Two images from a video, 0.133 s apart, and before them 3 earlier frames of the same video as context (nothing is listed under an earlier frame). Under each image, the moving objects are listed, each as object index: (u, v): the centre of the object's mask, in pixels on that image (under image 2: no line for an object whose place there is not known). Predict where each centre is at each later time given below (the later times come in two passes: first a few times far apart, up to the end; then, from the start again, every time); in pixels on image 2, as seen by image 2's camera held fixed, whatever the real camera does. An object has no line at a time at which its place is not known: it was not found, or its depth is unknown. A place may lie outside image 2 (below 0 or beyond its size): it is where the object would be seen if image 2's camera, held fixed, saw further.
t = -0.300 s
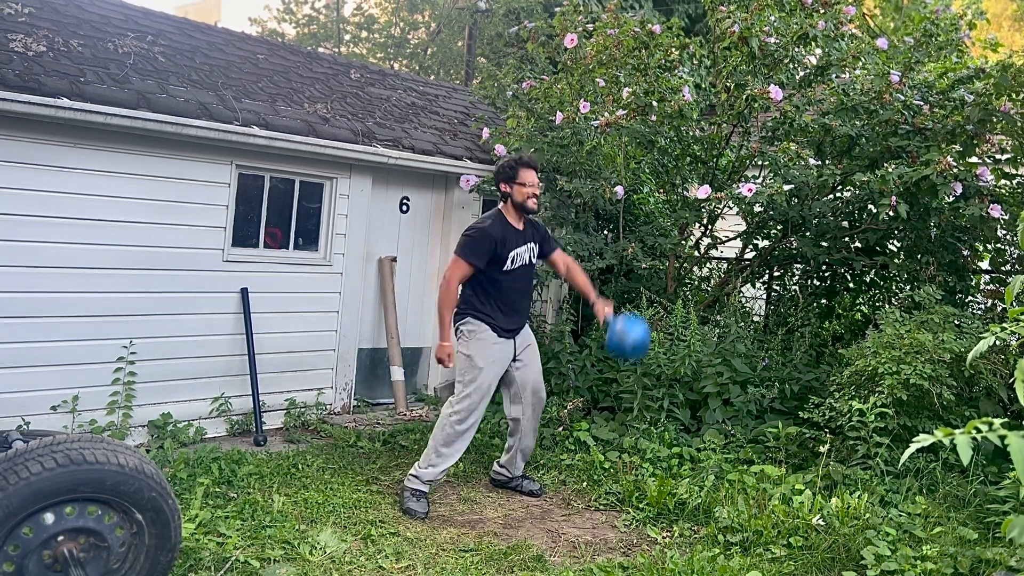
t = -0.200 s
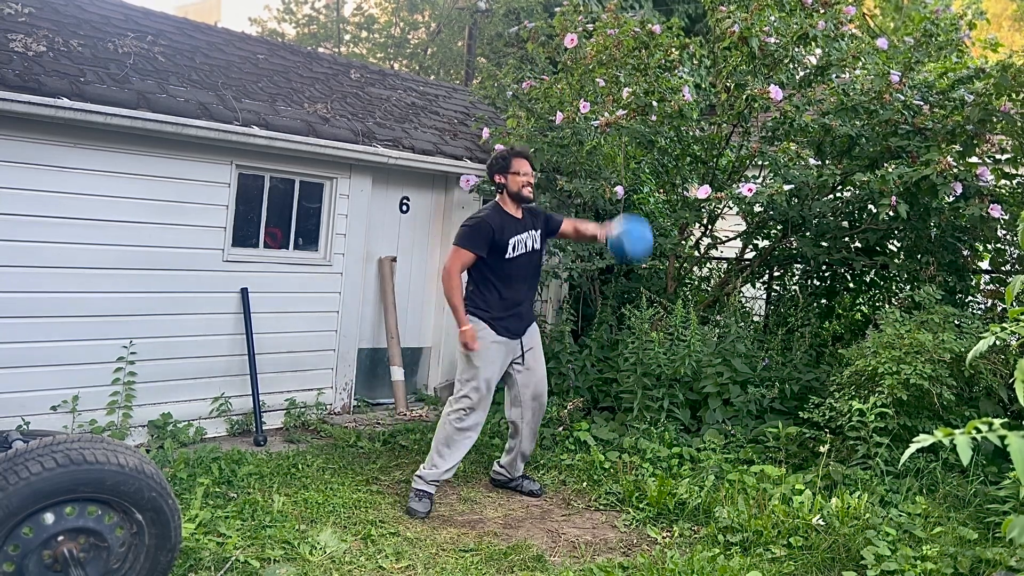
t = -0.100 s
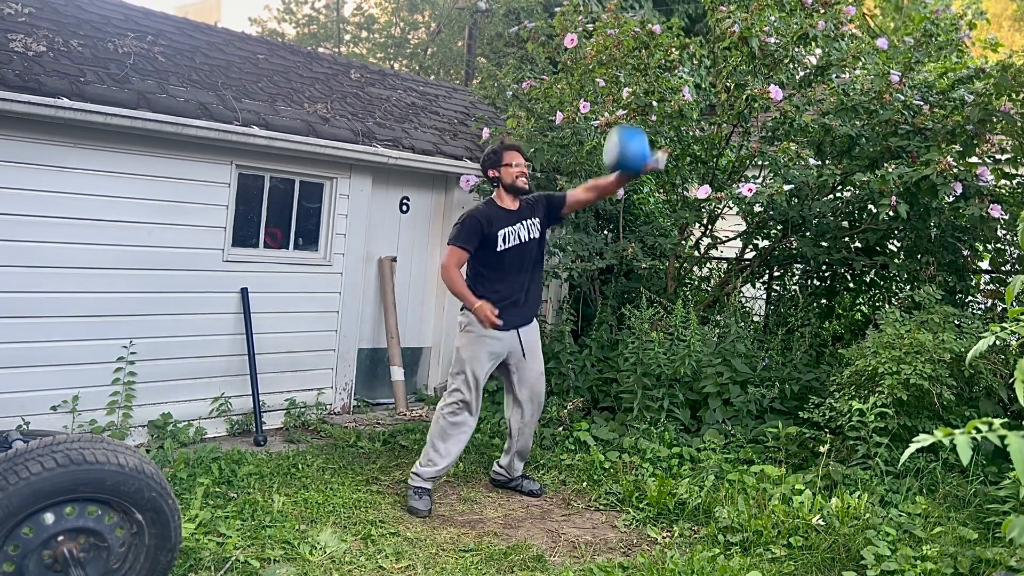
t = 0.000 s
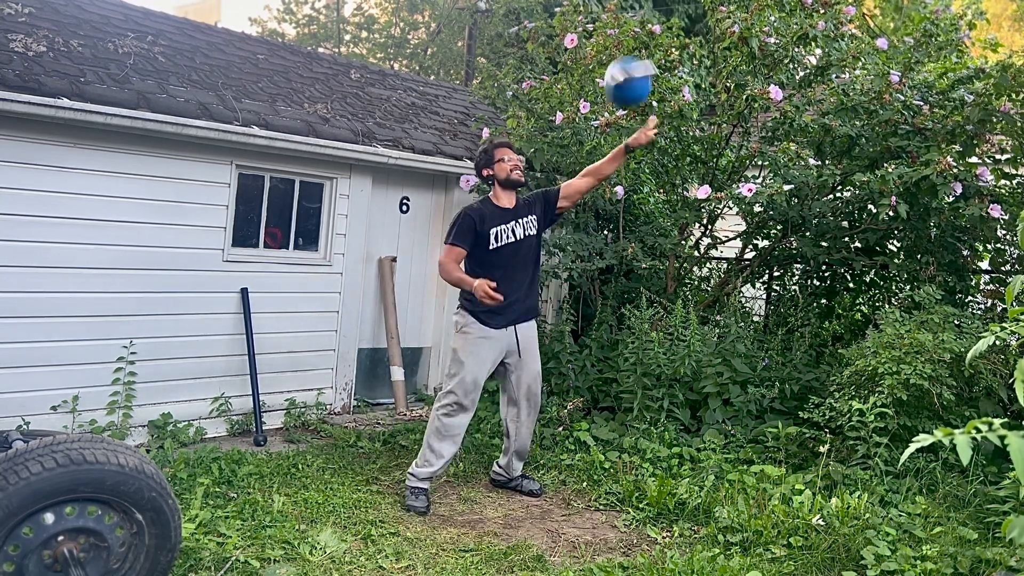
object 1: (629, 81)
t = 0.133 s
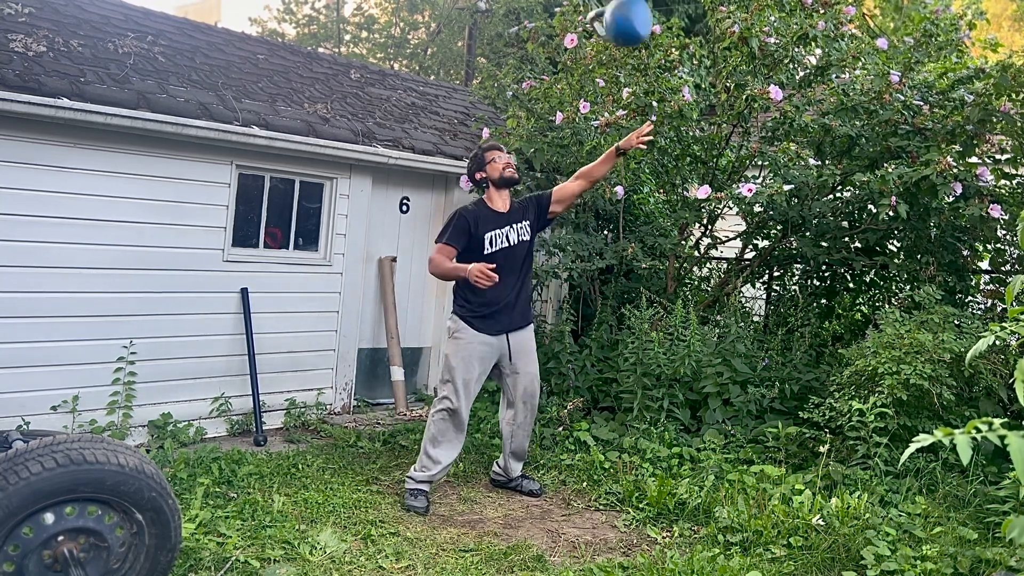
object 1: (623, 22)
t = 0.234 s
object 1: (626, 12)
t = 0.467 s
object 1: (605, 49)
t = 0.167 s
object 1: (625, 17)
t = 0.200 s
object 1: (625, 14)
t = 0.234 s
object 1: (626, 12)
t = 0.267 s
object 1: (625, 11)
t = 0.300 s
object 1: (619, 12)
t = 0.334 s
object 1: (617, 15)
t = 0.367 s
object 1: (615, 18)
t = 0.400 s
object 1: (609, 22)
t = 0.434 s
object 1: (604, 32)
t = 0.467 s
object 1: (605, 49)
